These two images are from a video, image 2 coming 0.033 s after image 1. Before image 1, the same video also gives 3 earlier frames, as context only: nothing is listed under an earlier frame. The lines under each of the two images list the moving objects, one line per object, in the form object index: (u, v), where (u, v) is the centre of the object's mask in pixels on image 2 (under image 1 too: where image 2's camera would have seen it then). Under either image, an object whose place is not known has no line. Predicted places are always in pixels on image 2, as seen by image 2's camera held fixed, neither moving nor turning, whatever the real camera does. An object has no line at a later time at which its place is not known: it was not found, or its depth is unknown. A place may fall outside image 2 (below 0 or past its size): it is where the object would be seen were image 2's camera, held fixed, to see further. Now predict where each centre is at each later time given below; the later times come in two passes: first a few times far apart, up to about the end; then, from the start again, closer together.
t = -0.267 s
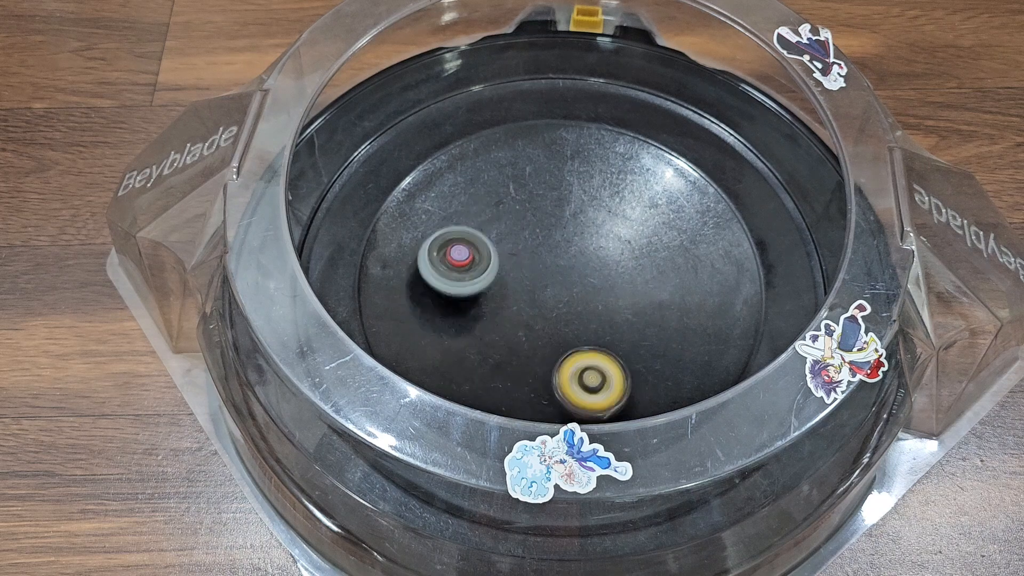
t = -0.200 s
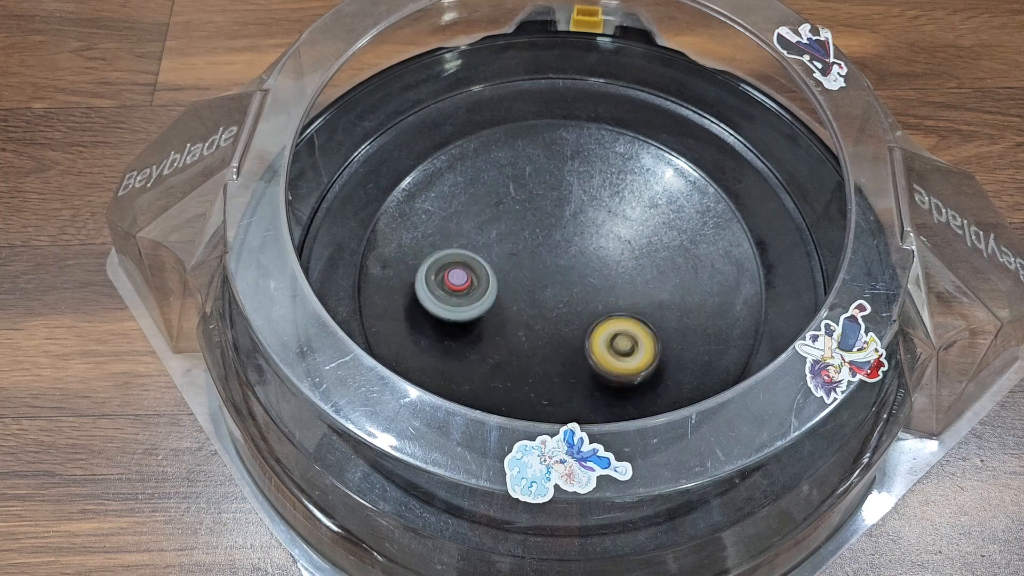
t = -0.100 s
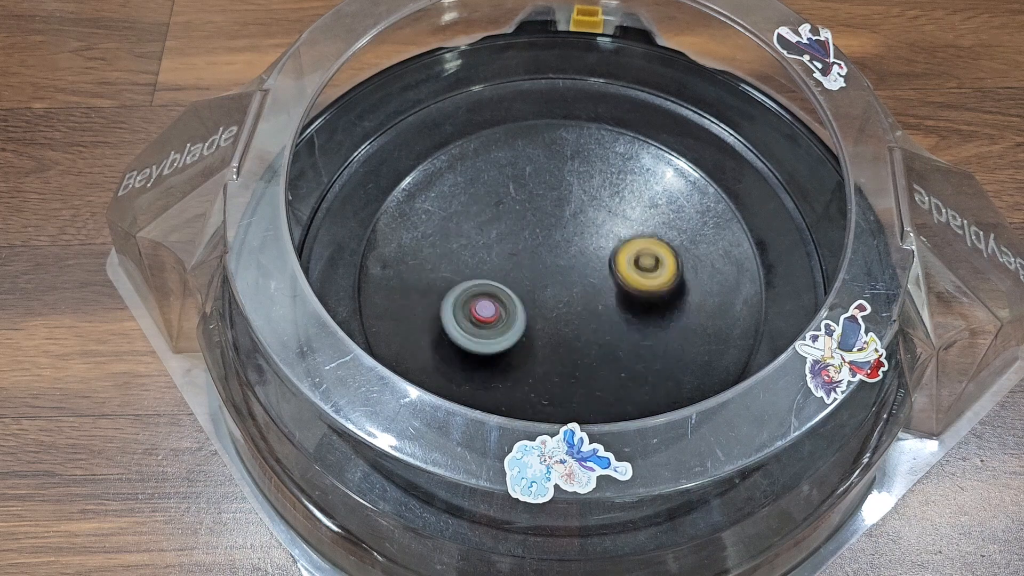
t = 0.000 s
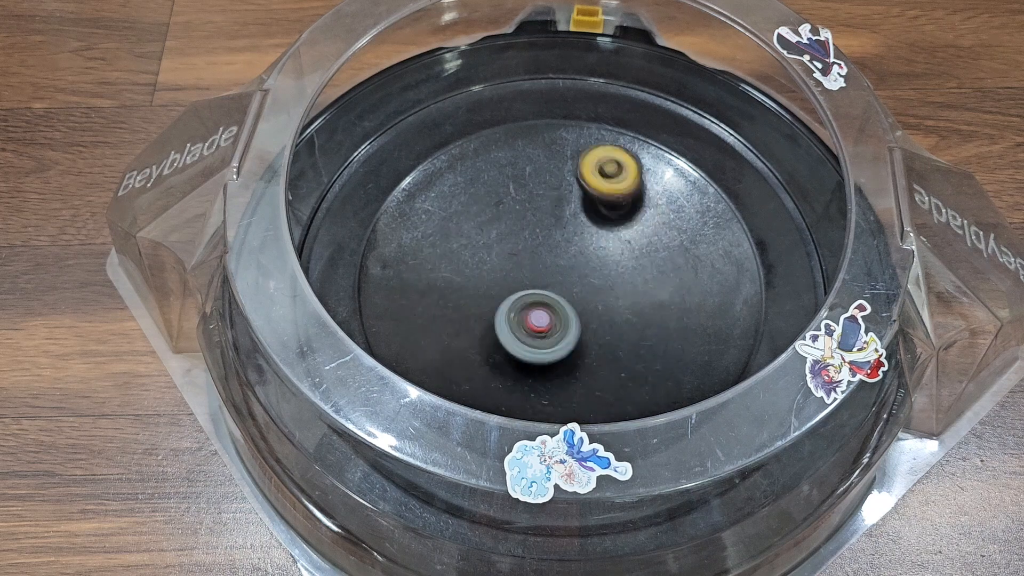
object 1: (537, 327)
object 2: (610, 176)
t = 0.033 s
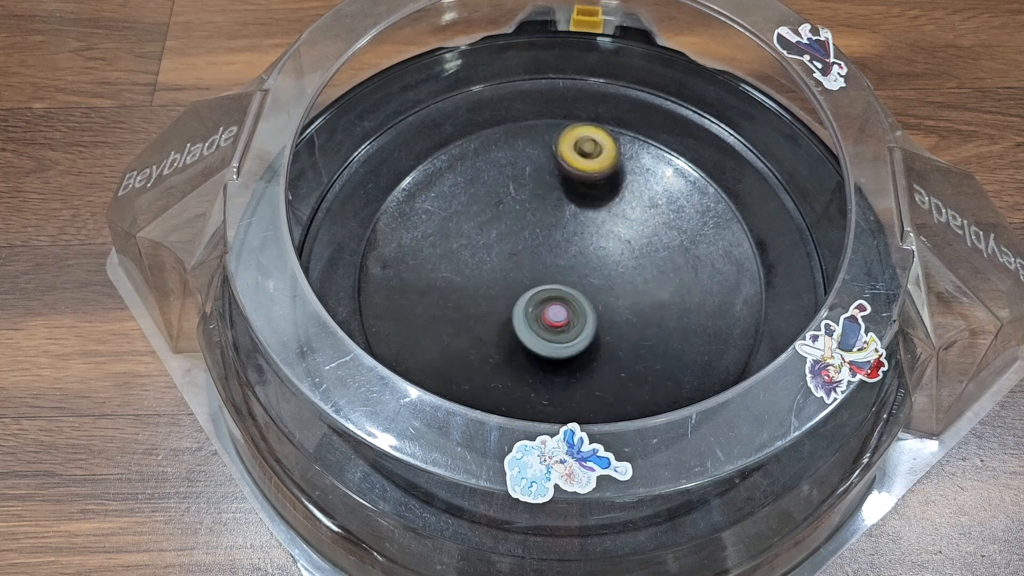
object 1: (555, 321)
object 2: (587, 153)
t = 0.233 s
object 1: (579, 239)
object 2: (460, 134)
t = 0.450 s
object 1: (515, 210)
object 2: (388, 201)
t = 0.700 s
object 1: (611, 251)
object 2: (174, 242)
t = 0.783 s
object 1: (606, 237)
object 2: (197, 199)
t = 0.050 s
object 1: (561, 318)
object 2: (576, 145)
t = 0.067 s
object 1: (568, 312)
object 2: (563, 136)
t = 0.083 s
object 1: (574, 306)
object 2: (550, 131)
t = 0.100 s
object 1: (578, 299)
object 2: (538, 127)
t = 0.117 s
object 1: (583, 292)
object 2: (525, 124)
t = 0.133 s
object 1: (585, 285)
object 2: (514, 123)
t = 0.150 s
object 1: (587, 277)
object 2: (504, 123)
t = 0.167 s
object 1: (587, 269)
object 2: (494, 123)
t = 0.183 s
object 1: (587, 261)
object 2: (485, 125)
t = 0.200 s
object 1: (585, 253)
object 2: (477, 127)
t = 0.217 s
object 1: (583, 245)
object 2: (469, 130)
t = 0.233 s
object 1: (579, 239)
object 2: (460, 134)
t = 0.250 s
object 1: (574, 232)
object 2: (453, 139)
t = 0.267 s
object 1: (568, 226)
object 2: (447, 144)
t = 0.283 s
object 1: (561, 220)
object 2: (441, 149)
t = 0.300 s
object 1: (555, 215)
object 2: (437, 155)
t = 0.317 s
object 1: (548, 210)
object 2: (434, 160)
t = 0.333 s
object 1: (541, 208)
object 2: (430, 165)
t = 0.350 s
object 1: (534, 206)
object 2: (428, 171)
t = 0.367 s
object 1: (526, 204)
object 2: (427, 176)
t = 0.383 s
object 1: (519, 203)
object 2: (425, 182)
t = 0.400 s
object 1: (512, 204)
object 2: (425, 189)
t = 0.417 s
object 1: (505, 204)
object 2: (425, 196)
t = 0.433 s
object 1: (503, 206)
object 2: (419, 201)
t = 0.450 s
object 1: (515, 210)
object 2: (388, 201)
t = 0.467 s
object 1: (528, 215)
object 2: (359, 201)
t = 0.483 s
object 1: (540, 220)
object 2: (332, 206)
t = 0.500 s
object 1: (550, 225)
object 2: (309, 210)
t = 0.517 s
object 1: (560, 231)
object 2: (282, 212)
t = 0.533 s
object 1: (568, 235)
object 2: (255, 219)
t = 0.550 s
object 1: (577, 240)
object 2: (239, 222)
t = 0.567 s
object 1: (585, 244)
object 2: (219, 226)
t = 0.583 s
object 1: (592, 248)
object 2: (202, 233)
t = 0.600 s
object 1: (597, 250)
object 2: (188, 242)
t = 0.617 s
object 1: (602, 253)
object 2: (173, 251)
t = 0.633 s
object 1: (606, 254)
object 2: (179, 264)
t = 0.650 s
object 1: (608, 254)
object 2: (176, 270)
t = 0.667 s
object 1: (609, 254)
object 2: (172, 270)
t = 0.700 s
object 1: (611, 251)
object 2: (174, 242)
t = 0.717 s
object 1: (612, 249)
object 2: (175, 228)
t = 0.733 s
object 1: (611, 247)
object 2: (181, 212)
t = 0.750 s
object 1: (610, 244)
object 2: (184, 204)
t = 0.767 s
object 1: (608, 240)
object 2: (189, 198)
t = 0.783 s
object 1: (606, 237)
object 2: (197, 199)
